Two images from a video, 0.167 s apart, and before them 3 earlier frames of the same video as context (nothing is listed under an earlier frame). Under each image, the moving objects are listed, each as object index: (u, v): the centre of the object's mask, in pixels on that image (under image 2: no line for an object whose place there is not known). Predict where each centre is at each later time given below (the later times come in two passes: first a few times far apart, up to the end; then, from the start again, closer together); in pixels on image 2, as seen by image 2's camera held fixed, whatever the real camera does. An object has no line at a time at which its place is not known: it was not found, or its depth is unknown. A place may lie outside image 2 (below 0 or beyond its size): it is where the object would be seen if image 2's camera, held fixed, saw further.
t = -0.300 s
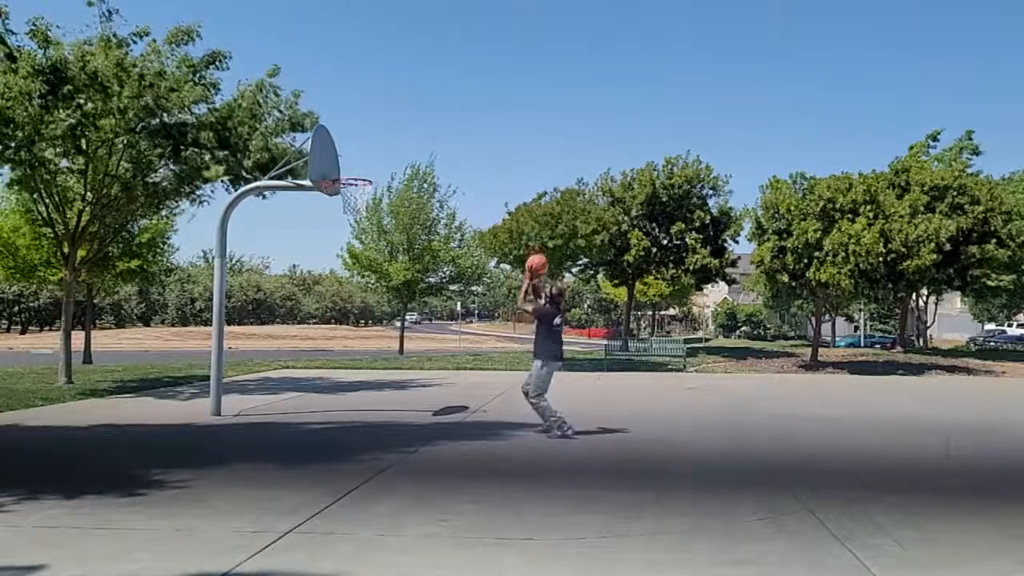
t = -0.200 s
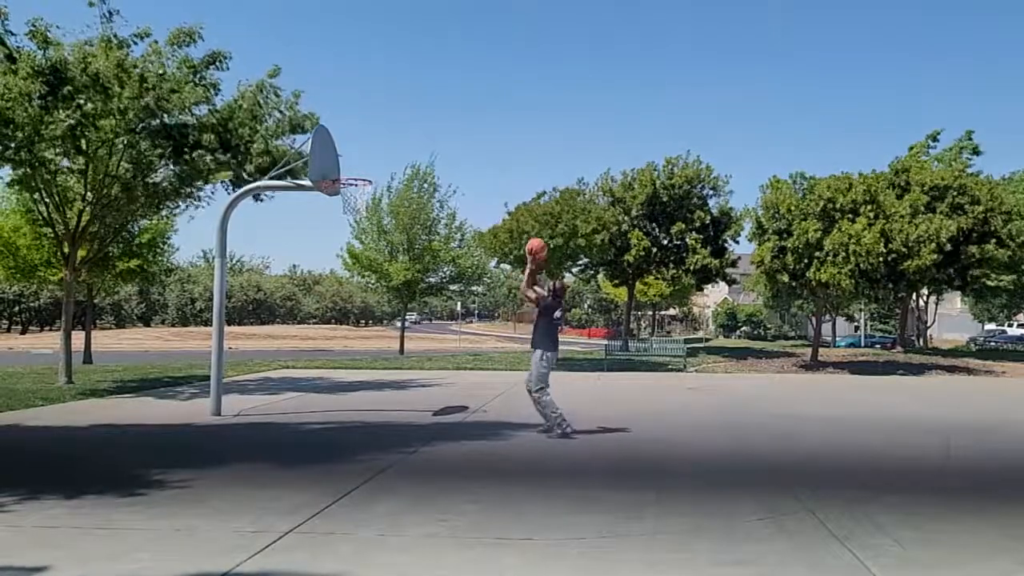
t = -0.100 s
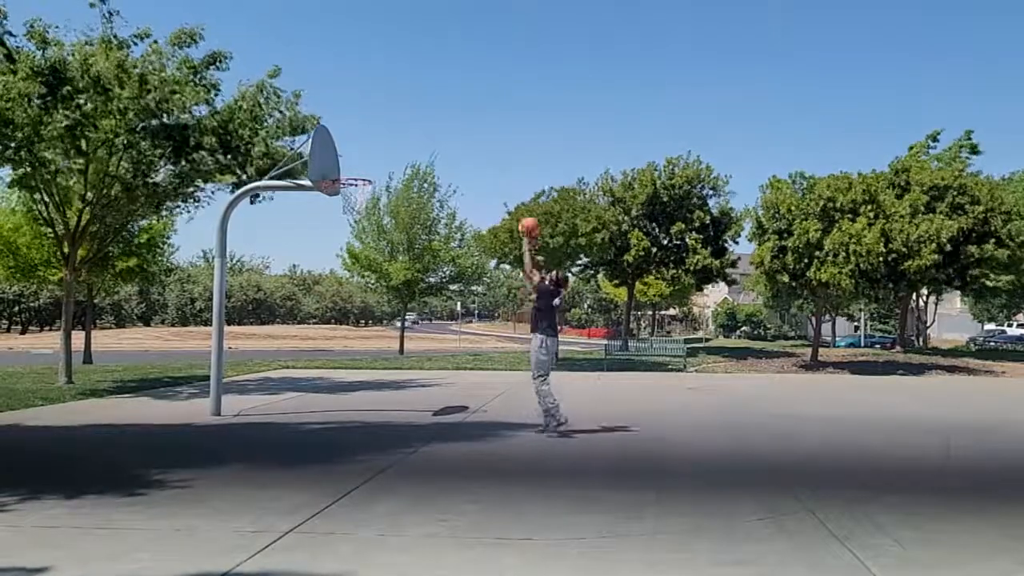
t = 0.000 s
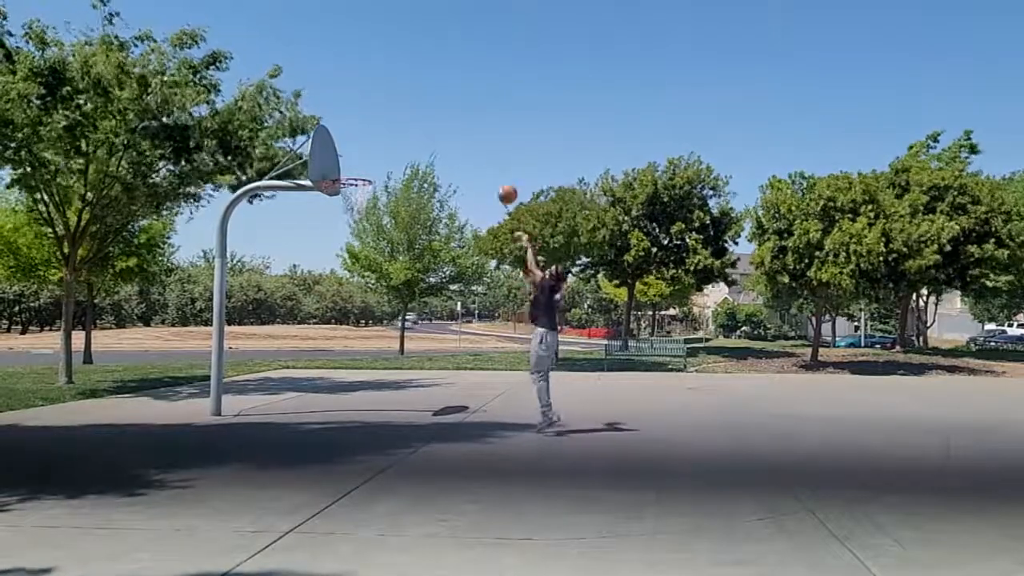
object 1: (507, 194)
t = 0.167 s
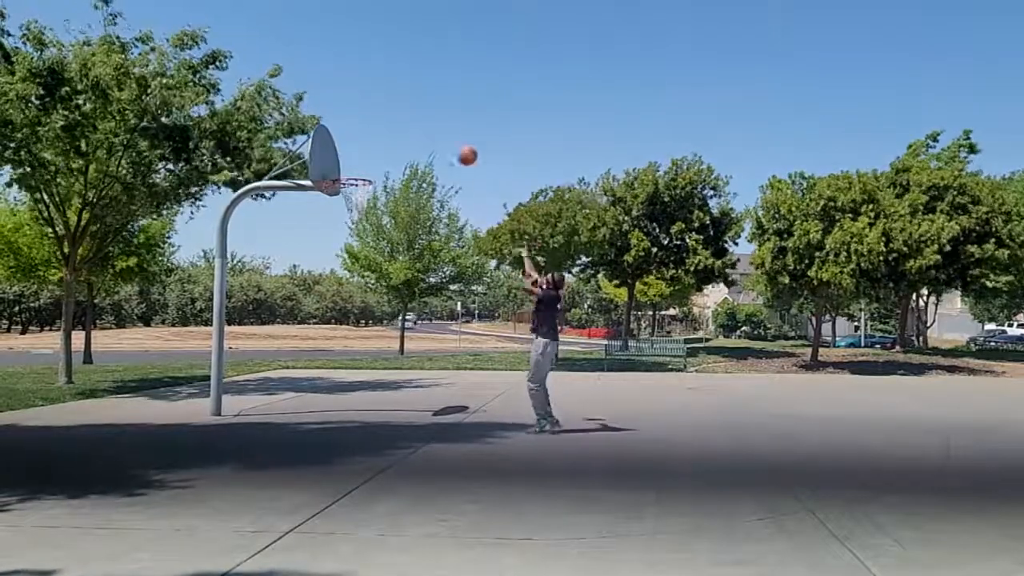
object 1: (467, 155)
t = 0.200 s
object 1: (459, 149)
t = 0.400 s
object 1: (414, 138)
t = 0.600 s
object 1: (373, 156)
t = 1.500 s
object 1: (367, 279)
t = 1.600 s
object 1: (366, 326)
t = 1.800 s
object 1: (366, 395)
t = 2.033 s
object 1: (364, 310)
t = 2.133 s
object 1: (364, 284)
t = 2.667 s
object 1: (360, 272)
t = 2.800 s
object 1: (358, 317)
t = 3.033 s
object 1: (355, 412)
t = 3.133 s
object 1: (354, 380)
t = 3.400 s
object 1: (350, 314)
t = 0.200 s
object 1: (459, 149)
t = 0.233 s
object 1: (452, 146)
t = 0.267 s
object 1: (444, 143)
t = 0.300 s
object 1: (436, 140)
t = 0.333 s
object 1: (429, 139)
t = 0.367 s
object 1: (422, 138)
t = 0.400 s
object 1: (414, 138)
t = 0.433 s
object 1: (408, 139)
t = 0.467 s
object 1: (401, 141)
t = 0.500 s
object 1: (393, 144)
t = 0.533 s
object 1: (387, 147)
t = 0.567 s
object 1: (380, 151)
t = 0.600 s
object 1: (373, 156)
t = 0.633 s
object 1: (367, 162)
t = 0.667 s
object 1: (360, 169)
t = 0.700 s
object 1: (353, 175)
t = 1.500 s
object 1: (367, 279)
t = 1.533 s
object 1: (365, 296)
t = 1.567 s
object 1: (365, 306)
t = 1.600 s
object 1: (366, 326)
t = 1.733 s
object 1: (367, 393)
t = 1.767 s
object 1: (366, 411)
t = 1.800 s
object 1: (366, 395)
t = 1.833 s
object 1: (366, 379)
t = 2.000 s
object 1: (364, 319)
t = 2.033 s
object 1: (364, 310)
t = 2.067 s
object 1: (364, 300)
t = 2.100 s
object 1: (364, 290)
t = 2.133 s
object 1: (364, 284)
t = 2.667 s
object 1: (360, 272)
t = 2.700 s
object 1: (361, 288)
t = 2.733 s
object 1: (360, 293)
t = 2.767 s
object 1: (357, 308)
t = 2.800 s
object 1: (358, 317)
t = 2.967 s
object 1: (355, 380)
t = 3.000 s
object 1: (355, 395)
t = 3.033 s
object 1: (355, 412)
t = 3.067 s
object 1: (354, 405)
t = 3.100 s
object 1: (354, 391)
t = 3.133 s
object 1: (354, 380)
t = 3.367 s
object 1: (350, 318)
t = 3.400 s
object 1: (350, 314)
